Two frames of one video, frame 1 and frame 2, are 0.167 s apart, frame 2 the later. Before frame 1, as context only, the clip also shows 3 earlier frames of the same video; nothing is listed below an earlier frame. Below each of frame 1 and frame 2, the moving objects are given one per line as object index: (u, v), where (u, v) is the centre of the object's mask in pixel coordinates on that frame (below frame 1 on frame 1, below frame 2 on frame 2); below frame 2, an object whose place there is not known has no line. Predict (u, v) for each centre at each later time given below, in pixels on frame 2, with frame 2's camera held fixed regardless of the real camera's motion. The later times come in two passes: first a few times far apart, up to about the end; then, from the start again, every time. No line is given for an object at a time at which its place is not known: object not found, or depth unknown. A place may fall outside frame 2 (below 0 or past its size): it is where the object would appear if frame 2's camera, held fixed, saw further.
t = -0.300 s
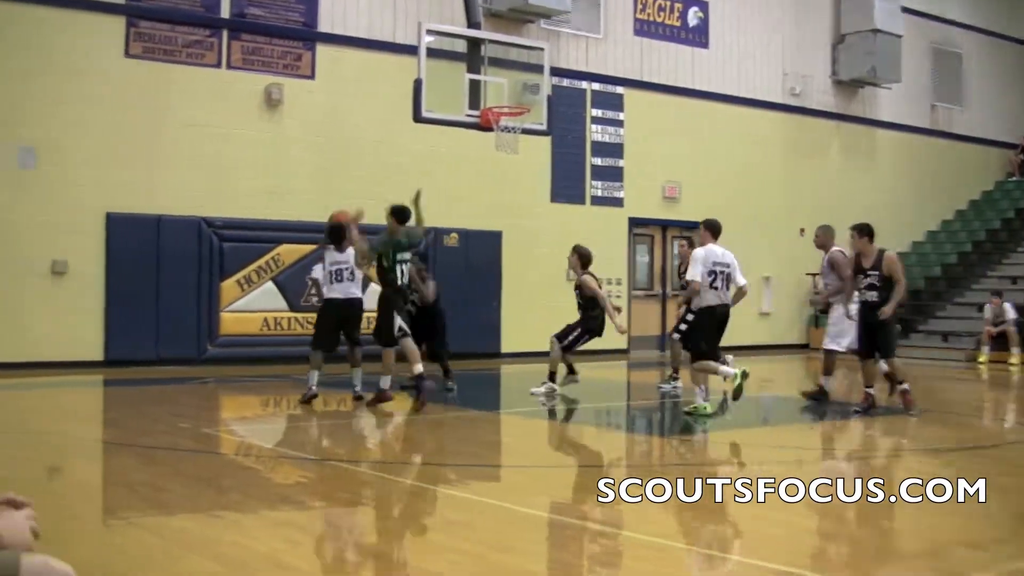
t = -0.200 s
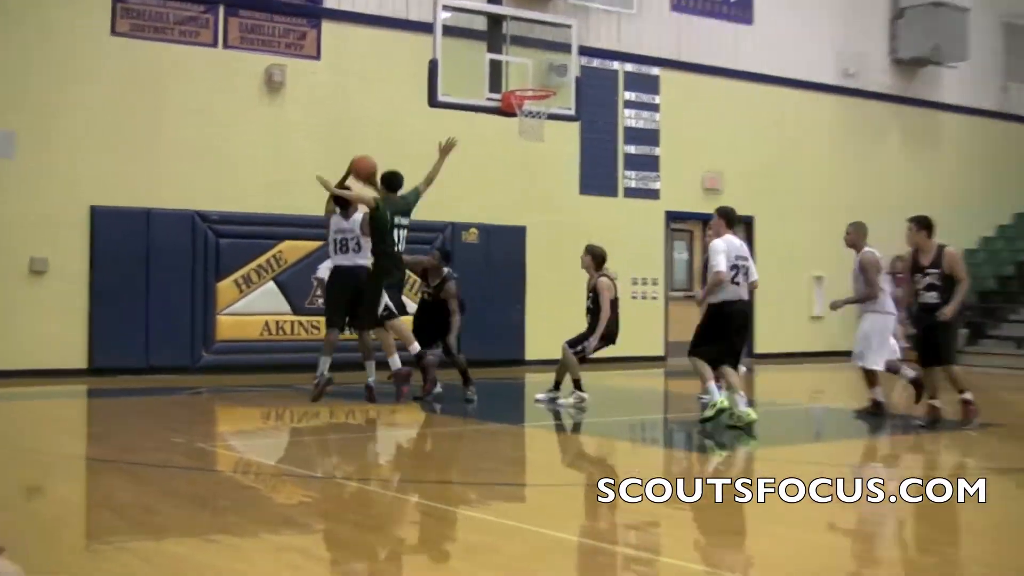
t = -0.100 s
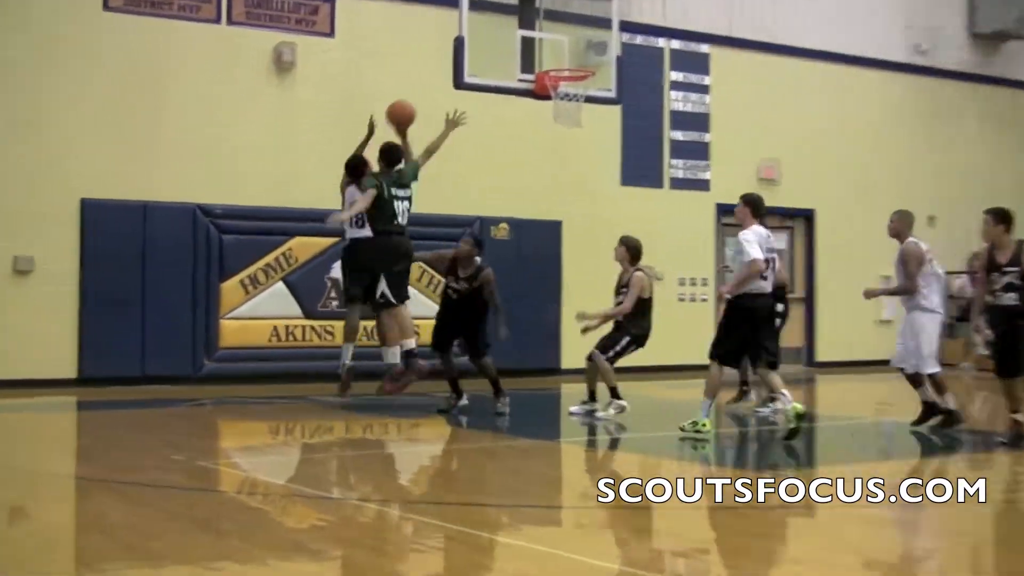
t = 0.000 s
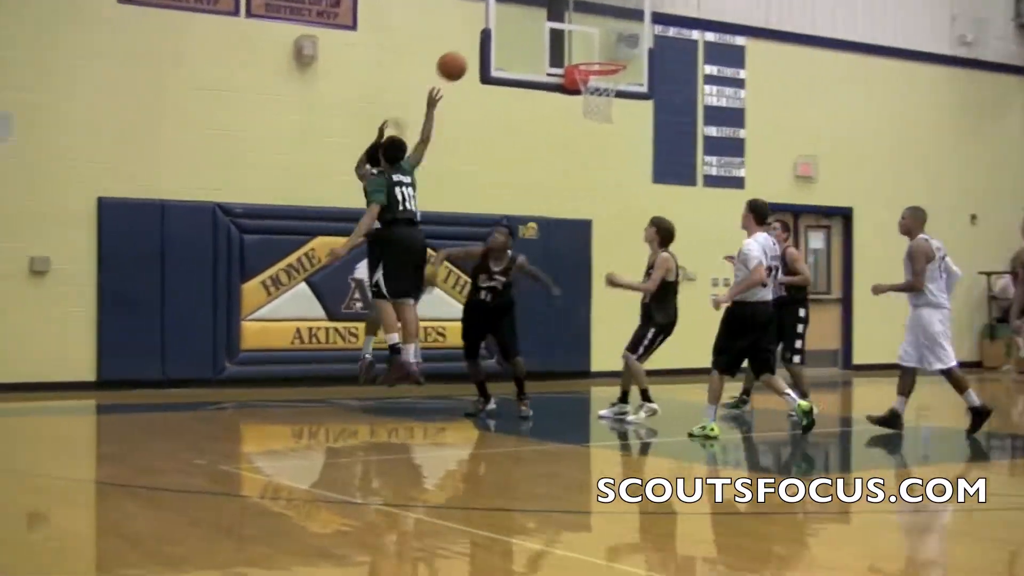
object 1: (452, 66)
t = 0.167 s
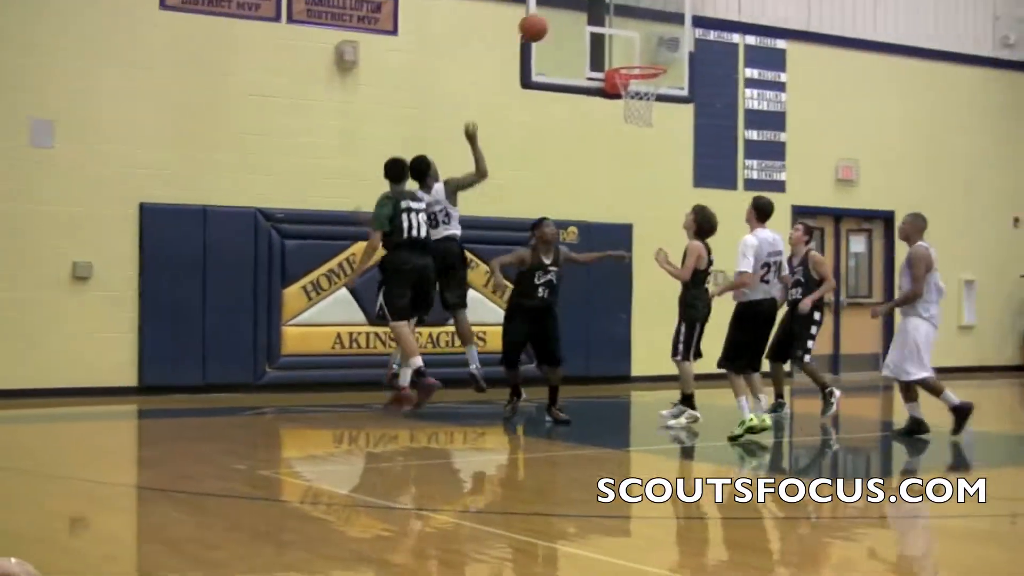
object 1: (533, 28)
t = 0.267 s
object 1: (556, 19)
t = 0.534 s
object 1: (620, 47)
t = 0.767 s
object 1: (663, 103)
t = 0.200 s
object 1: (542, 24)
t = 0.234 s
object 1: (551, 21)
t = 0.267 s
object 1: (556, 19)
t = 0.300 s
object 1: (564, 19)
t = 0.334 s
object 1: (571, 20)
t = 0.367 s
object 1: (578, 22)
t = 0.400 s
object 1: (587, 25)
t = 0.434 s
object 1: (595, 27)
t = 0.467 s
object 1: (604, 32)
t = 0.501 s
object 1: (612, 40)
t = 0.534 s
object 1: (620, 47)
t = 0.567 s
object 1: (630, 55)
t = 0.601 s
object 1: (639, 61)
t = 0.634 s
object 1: (647, 75)
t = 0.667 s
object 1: (656, 86)
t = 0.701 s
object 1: (660, 96)
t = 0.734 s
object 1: (662, 100)
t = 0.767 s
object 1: (663, 103)
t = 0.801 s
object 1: (664, 106)
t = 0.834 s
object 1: (664, 110)
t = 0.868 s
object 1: (663, 118)
